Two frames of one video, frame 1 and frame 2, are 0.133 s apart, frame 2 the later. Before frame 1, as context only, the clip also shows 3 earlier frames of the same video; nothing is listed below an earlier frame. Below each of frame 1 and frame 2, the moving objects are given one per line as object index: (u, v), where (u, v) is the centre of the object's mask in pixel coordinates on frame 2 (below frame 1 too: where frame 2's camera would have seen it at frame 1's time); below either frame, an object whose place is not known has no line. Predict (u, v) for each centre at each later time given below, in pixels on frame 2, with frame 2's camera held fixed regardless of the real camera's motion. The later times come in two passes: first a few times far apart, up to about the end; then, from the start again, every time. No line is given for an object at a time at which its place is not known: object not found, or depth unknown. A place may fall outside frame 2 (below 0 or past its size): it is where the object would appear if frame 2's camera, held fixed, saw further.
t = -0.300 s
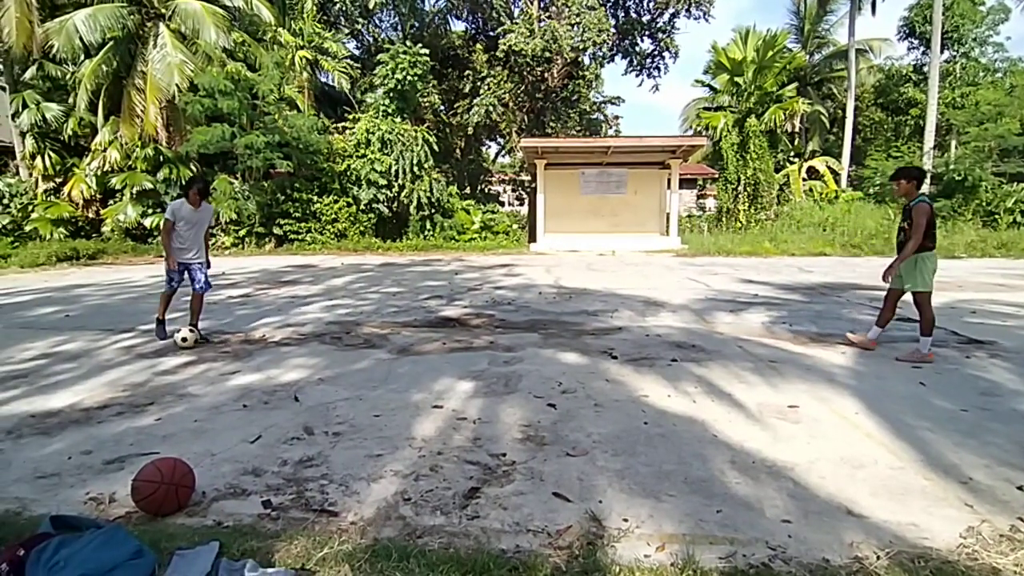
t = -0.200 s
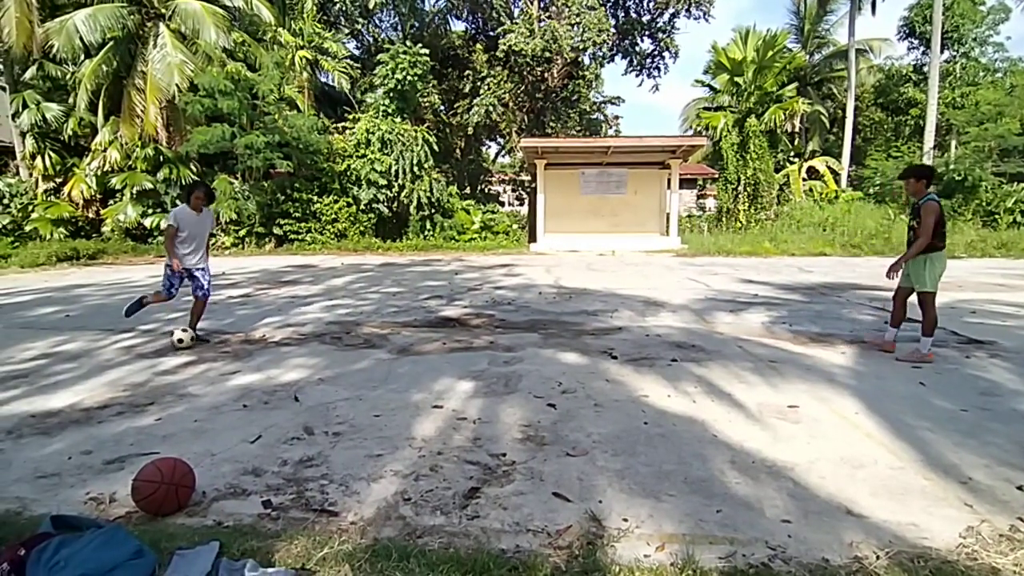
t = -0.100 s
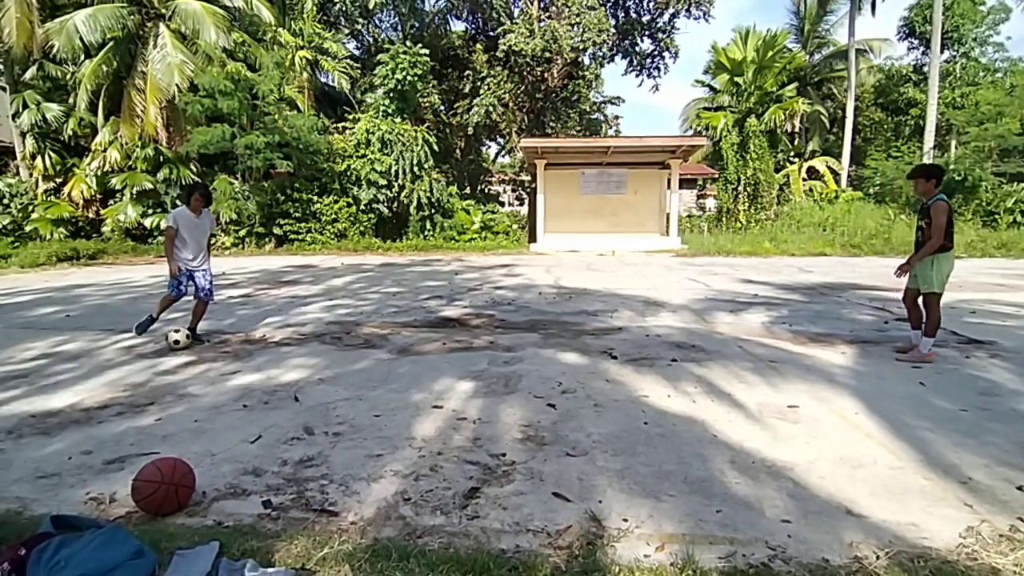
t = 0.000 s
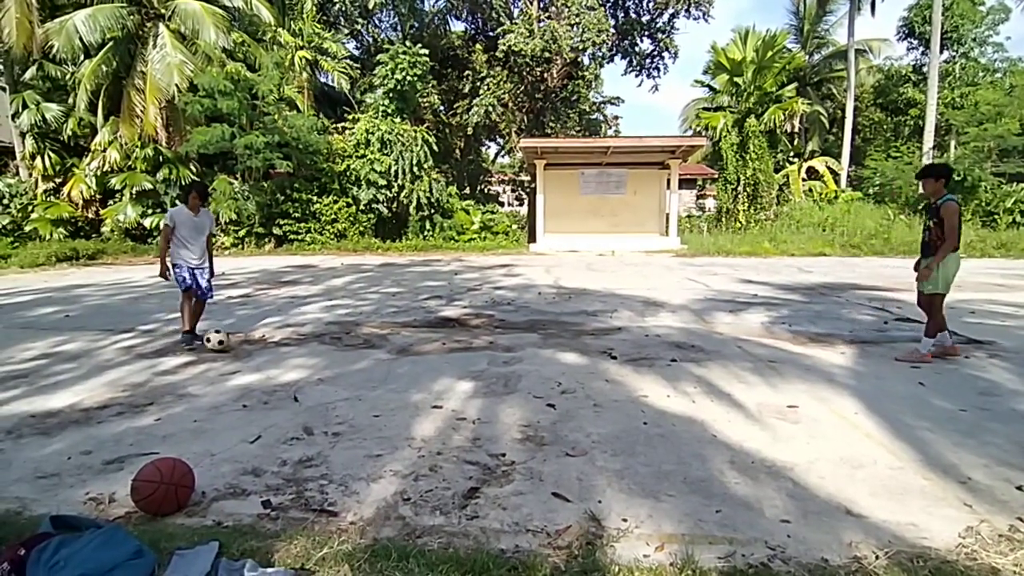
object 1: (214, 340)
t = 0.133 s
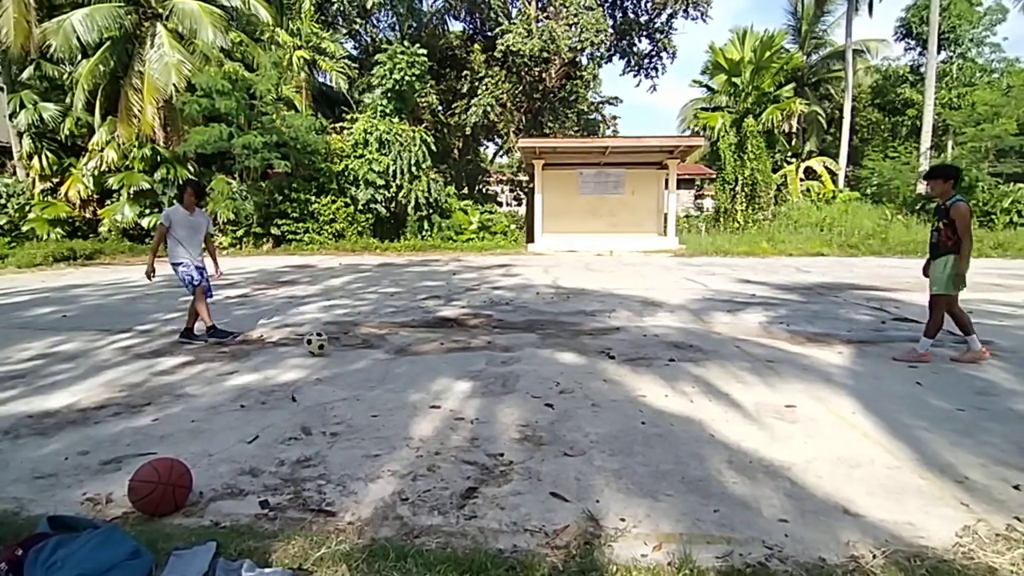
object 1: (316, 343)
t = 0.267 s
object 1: (415, 349)
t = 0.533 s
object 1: (583, 357)
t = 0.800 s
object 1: (743, 360)
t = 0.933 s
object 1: (825, 368)
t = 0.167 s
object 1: (340, 342)
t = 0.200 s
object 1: (364, 342)
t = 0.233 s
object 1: (389, 345)
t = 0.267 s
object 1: (415, 349)
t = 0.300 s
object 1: (440, 353)
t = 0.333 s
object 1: (461, 351)
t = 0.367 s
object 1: (480, 349)
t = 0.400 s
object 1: (501, 348)
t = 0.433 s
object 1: (521, 349)
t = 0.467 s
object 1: (542, 352)
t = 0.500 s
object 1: (563, 356)
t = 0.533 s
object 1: (583, 357)
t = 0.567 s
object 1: (603, 356)
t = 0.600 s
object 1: (622, 356)
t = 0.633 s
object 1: (642, 355)
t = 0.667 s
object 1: (662, 355)
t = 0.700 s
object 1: (682, 358)
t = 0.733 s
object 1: (702, 362)
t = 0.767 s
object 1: (723, 361)
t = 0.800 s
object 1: (743, 360)
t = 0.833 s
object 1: (763, 360)
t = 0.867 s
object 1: (784, 361)
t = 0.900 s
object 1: (805, 364)
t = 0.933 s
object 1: (825, 368)
